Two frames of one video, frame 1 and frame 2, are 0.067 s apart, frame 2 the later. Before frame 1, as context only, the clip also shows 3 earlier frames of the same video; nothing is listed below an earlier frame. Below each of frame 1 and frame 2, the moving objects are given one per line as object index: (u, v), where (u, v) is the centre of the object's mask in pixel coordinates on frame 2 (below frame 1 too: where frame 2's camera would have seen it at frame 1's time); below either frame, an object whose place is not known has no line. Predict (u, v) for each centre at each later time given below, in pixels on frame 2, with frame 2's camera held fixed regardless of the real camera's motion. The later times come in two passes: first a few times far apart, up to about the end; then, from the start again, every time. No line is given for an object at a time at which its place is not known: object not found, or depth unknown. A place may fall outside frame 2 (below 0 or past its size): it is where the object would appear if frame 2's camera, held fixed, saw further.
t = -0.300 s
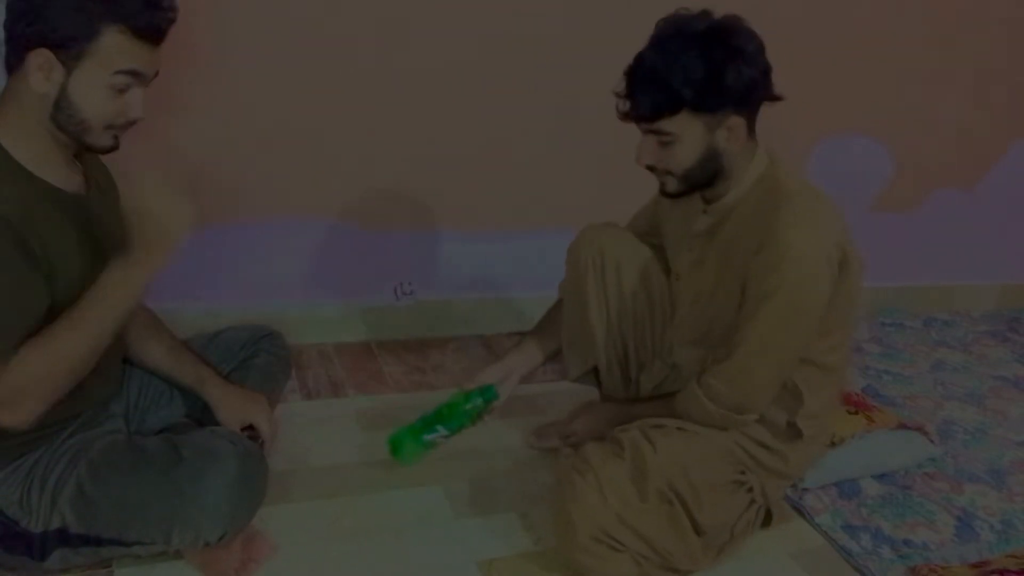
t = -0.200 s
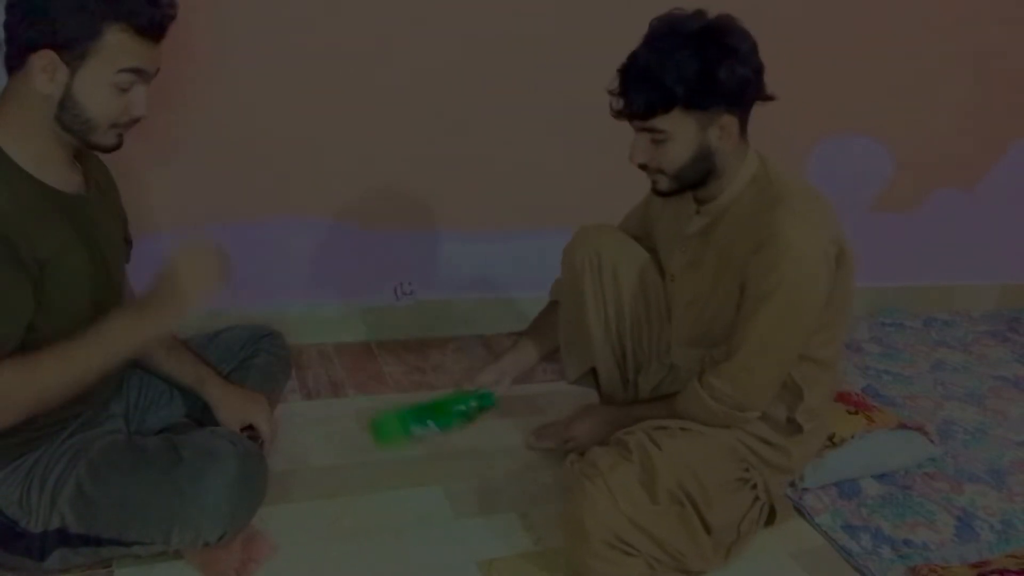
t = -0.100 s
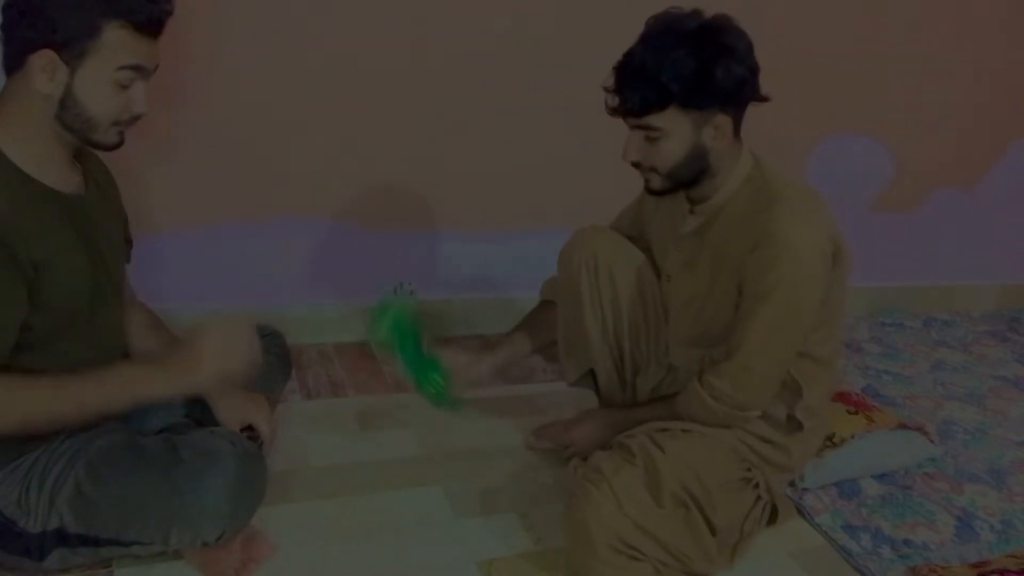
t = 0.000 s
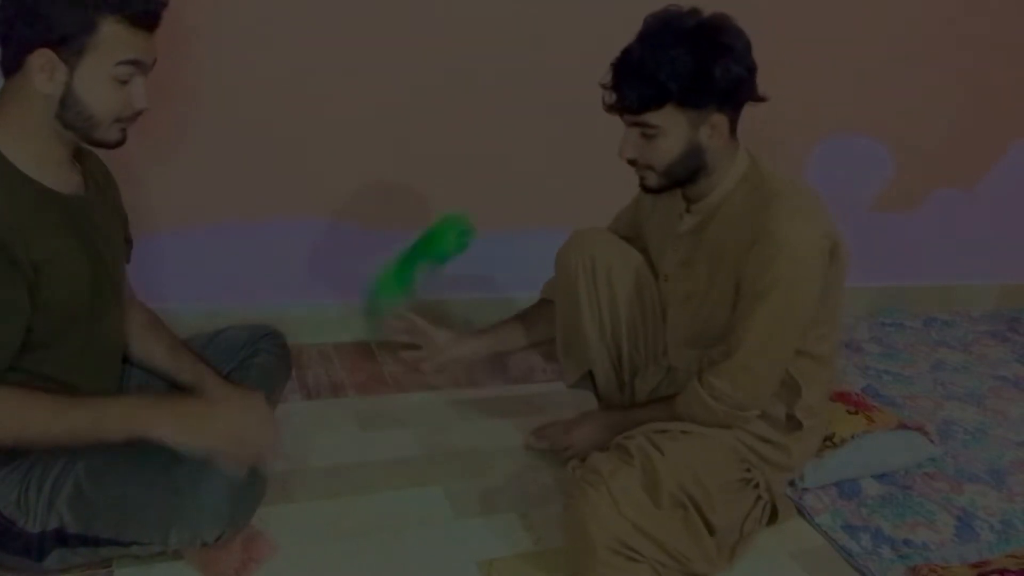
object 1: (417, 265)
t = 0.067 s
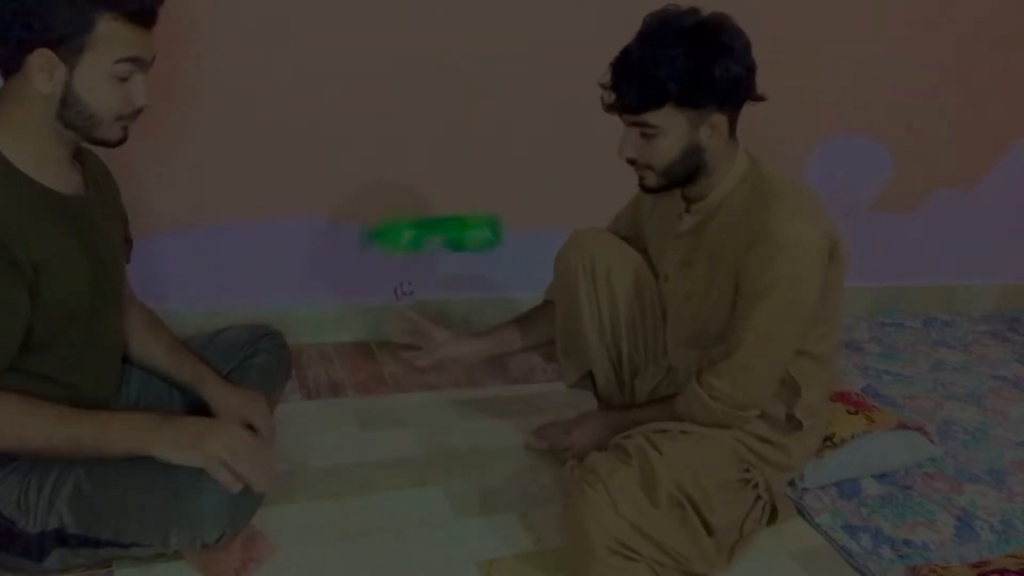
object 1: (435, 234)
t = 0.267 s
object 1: (467, 324)
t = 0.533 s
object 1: (499, 491)
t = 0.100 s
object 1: (443, 232)
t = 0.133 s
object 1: (448, 236)
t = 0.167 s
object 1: (456, 251)
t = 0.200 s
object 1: (462, 269)
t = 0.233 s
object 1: (465, 294)
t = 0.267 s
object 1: (467, 324)
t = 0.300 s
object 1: (471, 354)
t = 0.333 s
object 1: (474, 389)
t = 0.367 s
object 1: (480, 431)
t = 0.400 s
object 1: (479, 472)
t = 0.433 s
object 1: (486, 487)
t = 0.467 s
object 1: (499, 489)
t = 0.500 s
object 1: (500, 489)
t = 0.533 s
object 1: (499, 491)
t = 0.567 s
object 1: (497, 497)
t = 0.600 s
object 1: (495, 502)
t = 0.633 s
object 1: (495, 505)
